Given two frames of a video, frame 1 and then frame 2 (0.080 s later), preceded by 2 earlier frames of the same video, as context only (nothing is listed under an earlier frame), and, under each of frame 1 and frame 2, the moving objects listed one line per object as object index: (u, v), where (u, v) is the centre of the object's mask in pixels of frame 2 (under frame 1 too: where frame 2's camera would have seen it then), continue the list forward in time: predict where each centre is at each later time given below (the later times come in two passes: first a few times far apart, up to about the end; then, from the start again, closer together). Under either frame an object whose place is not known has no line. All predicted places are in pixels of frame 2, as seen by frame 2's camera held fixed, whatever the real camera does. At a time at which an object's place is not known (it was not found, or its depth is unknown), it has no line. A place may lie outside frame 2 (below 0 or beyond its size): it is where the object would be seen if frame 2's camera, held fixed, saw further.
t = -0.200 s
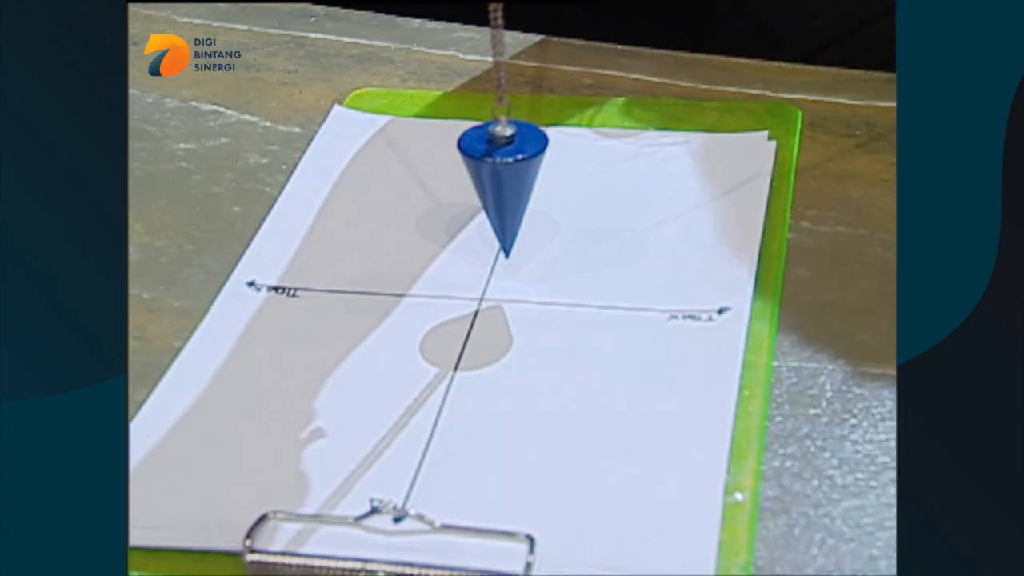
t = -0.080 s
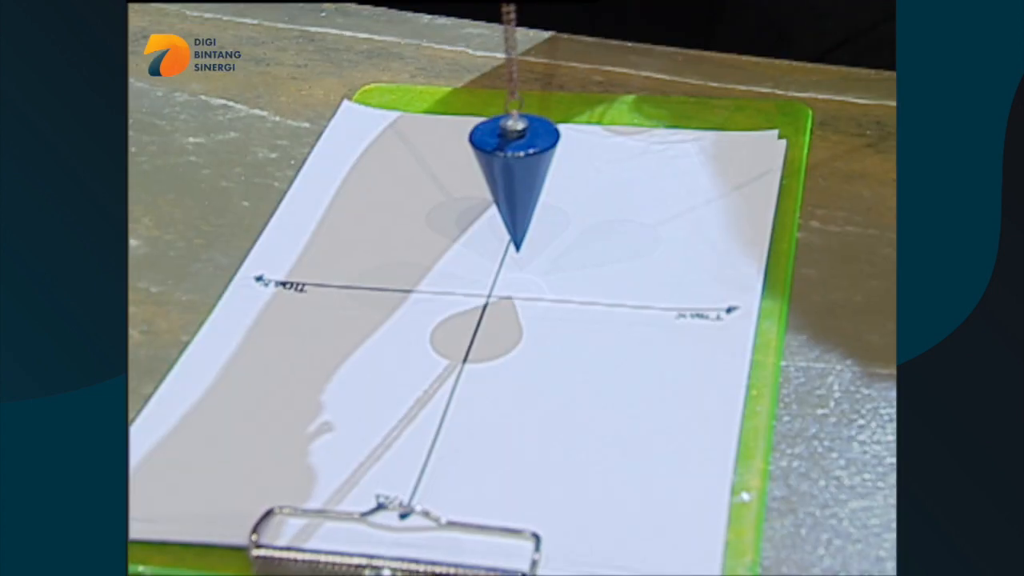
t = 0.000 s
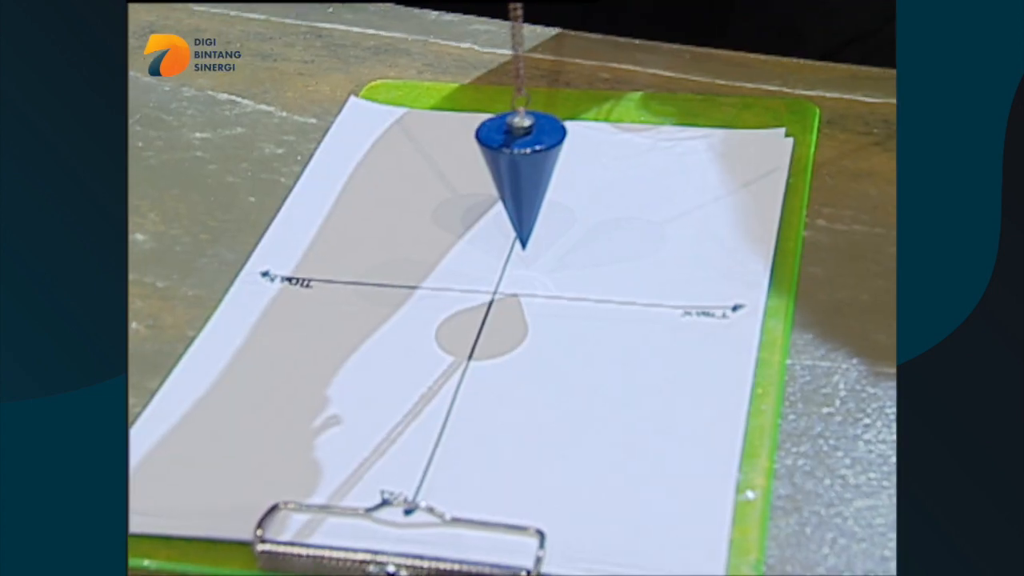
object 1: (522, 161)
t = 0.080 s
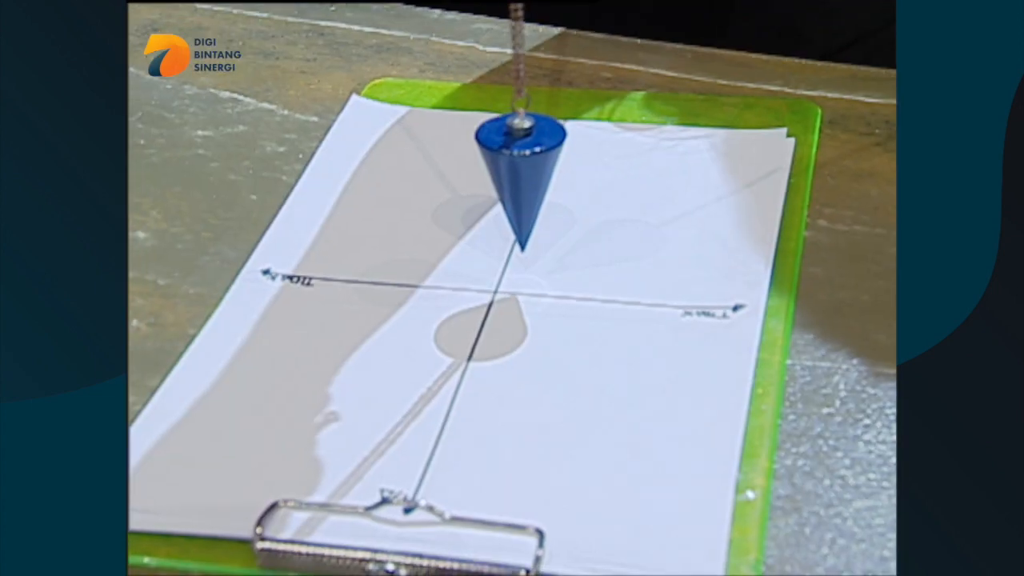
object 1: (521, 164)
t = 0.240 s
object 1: (516, 173)
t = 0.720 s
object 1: (520, 177)
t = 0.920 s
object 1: (526, 168)
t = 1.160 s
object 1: (517, 166)
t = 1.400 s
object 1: (505, 174)
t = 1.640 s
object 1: (505, 183)
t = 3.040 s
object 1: (498, 173)
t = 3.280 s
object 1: (497, 177)
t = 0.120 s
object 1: (520, 166)
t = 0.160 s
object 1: (518, 169)
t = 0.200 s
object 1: (517, 171)
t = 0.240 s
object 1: (516, 173)
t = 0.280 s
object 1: (515, 176)
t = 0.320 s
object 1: (513, 179)
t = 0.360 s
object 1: (512, 180)
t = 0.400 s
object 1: (512, 181)
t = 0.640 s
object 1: (517, 180)
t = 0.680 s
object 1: (518, 178)
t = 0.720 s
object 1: (520, 177)
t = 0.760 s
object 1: (522, 175)
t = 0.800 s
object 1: (523, 173)
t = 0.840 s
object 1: (524, 172)
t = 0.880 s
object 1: (525, 170)
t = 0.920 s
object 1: (526, 168)
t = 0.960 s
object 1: (525, 166)
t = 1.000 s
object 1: (525, 166)
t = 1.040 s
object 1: (524, 165)
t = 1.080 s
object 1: (522, 165)
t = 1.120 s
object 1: (520, 166)
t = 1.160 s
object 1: (517, 166)
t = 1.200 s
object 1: (515, 167)
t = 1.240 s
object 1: (512, 168)
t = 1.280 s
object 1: (510, 169)
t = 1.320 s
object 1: (508, 170)
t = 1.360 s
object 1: (506, 172)
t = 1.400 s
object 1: (505, 174)
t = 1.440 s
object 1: (502, 177)
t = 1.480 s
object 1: (502, 179)
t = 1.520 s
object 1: (502, 180)
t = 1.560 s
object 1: (503, 181)
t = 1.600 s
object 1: (504, 182)
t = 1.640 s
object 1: (505, 183)
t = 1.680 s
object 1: (507, 183)
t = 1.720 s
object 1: (508, 183)
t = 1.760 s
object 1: (510, 181)
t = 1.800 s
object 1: (512, 179)
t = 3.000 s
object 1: (498, 173)
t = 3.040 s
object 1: (498, 173)
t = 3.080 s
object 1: (498, 173)
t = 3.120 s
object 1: (499, 174)
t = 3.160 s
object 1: (499, 174)
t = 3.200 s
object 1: (498, 175)
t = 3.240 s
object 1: (498, 176)
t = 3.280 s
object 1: (497, 177)
